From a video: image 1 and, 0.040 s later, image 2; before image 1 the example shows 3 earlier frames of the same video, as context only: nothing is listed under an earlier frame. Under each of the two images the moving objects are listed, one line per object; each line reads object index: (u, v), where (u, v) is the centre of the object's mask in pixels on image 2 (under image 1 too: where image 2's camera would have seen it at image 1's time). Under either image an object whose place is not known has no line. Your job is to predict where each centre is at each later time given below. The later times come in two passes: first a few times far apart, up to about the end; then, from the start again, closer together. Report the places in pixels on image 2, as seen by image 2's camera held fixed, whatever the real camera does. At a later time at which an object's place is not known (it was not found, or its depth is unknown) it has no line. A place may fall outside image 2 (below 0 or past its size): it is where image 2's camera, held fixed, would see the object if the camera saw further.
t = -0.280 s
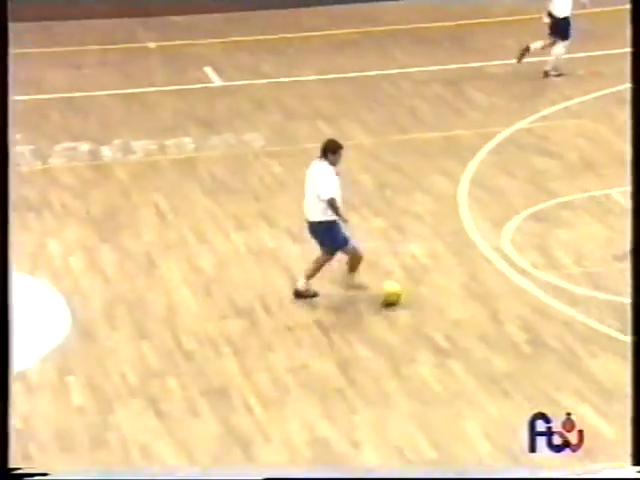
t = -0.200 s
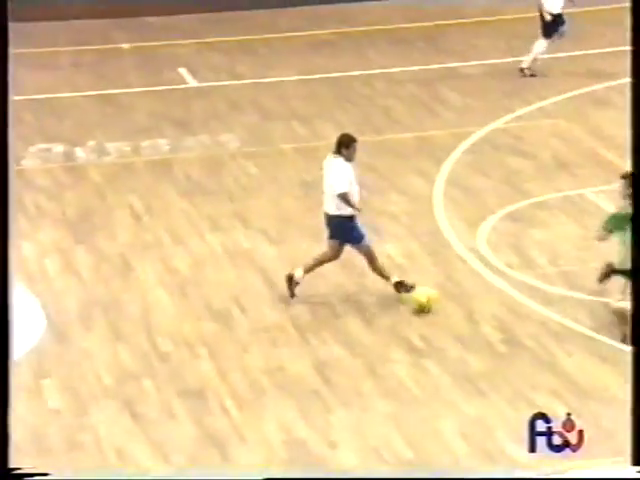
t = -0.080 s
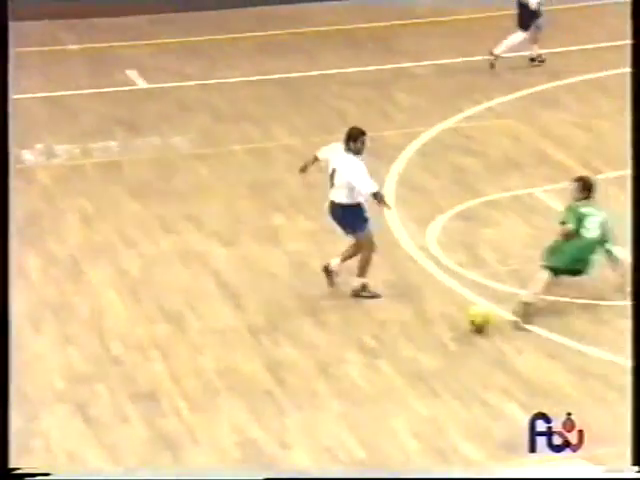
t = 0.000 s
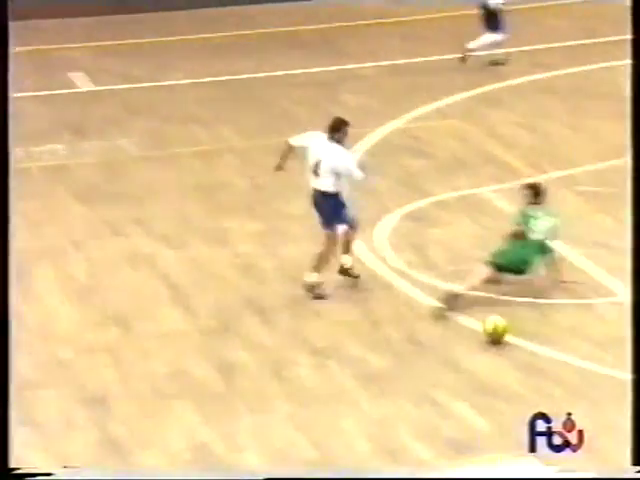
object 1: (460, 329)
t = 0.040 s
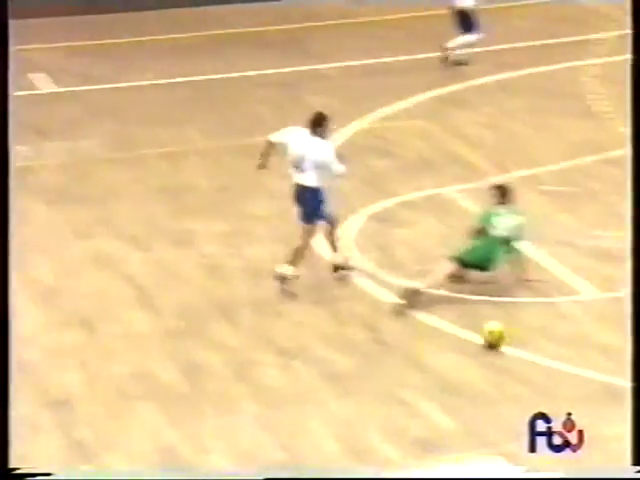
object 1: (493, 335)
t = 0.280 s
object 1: (676, 360)
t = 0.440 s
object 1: (803, 380)
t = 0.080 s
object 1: (523, 336)
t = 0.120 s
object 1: (553, 336)
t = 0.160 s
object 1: (583, 342)
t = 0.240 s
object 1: (646, 358)
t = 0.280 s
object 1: (676, 360)
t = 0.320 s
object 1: (708, 362)
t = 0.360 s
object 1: (740, 367)
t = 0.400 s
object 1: (771, 373)
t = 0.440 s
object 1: (803, 380)
